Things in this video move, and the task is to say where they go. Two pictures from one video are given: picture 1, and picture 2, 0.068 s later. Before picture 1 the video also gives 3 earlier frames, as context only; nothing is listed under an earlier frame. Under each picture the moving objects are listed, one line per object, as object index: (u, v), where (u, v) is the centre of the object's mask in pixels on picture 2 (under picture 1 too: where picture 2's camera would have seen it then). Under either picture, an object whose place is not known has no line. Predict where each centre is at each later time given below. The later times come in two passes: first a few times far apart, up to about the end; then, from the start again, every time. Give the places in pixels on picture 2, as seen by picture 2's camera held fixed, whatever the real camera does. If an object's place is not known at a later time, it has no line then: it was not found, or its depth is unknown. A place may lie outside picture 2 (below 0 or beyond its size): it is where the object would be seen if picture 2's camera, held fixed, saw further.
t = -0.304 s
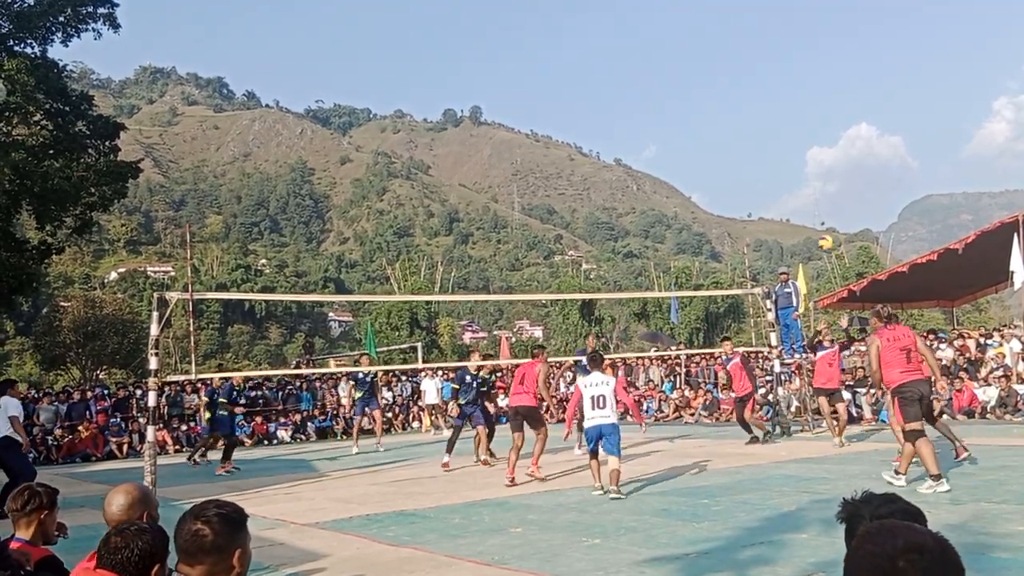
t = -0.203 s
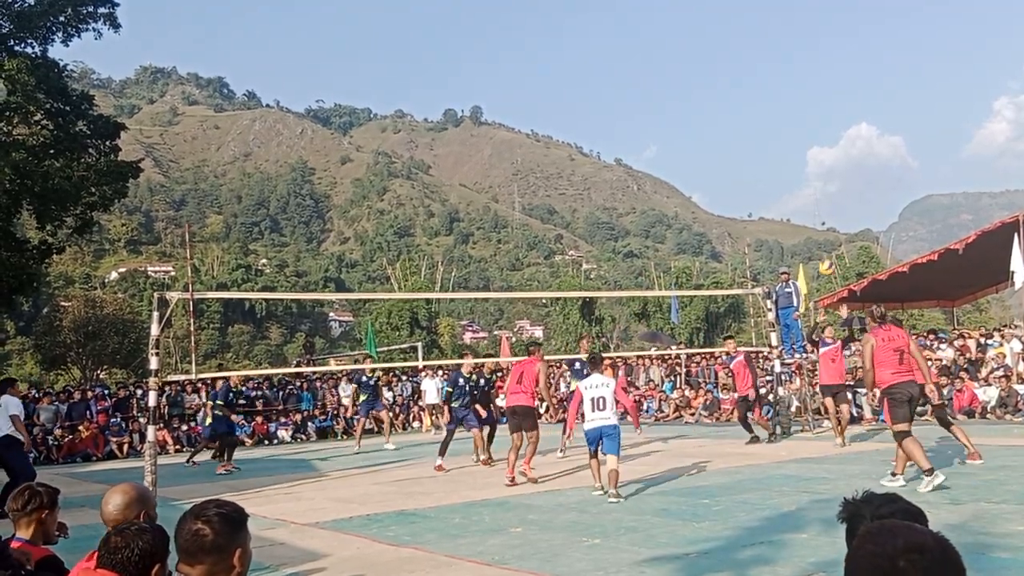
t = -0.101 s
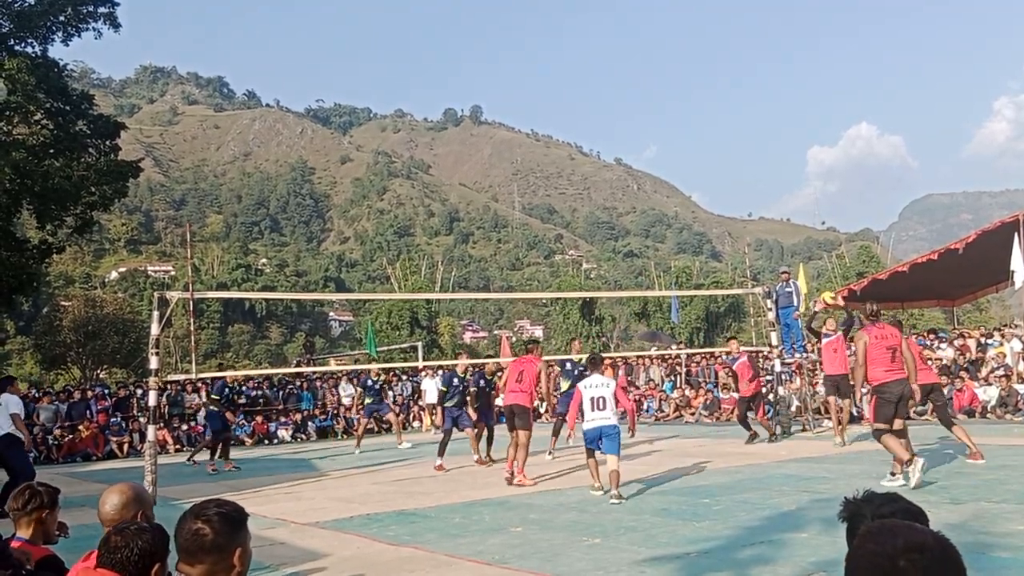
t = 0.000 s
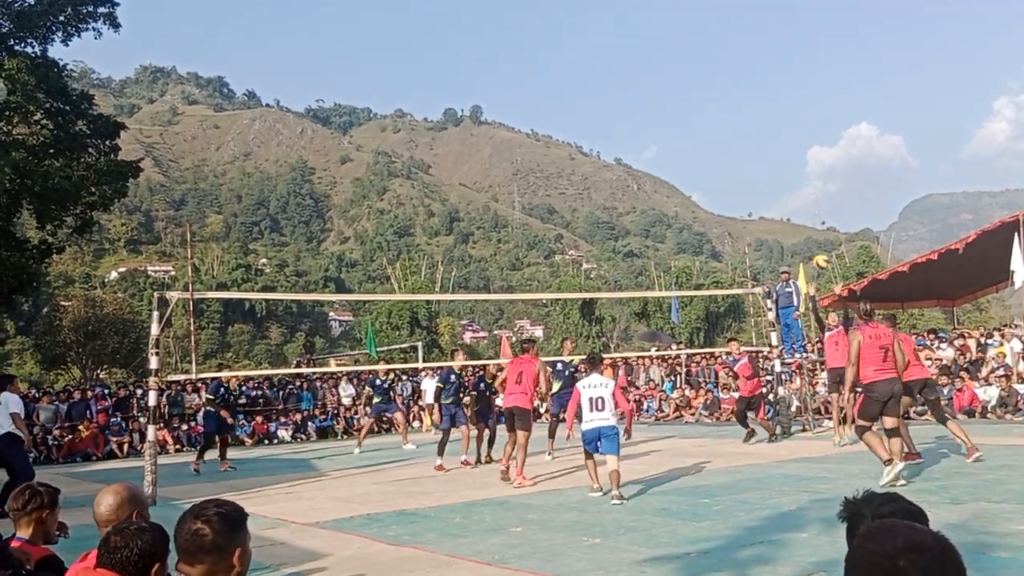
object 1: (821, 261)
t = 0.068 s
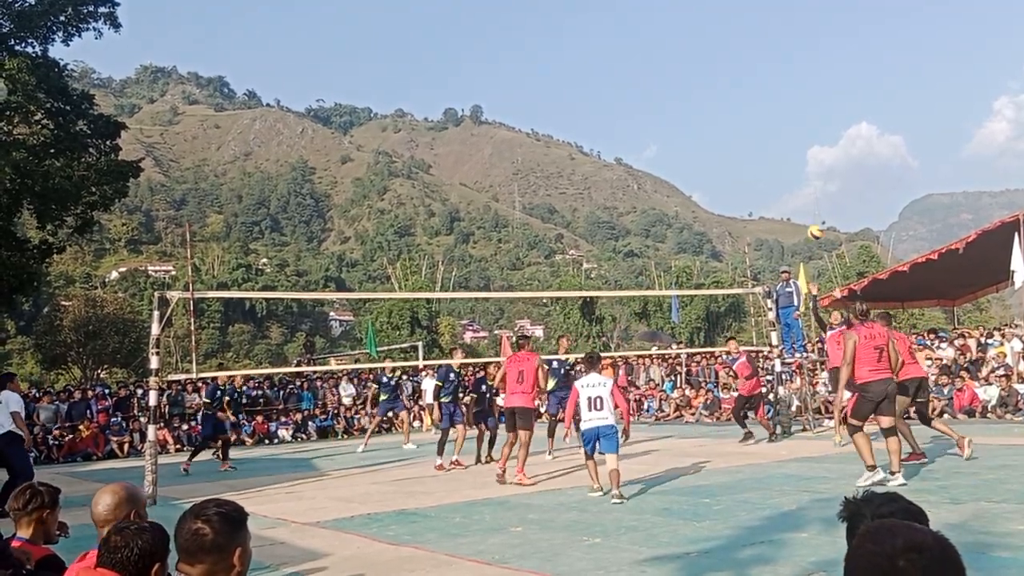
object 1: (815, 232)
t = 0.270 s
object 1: (798, 164)
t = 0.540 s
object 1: (779, 117)
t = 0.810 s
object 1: (763, 123)
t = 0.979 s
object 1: (755, 153)
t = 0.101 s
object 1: (812, 219)
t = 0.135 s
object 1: (809, 206)
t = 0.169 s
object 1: (806, 194)
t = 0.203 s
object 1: (803, 184)
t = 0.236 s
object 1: (801, 173)
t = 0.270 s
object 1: (798, 164)
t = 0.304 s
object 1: (795, 155)
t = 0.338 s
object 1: (793, 148)
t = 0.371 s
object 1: (790, 141)
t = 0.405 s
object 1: (788, 134)
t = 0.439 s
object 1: (786, 129)
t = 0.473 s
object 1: (783, 124)
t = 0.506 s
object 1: (781, 120)
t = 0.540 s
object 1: (779, 117)
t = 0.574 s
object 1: (777, 115)
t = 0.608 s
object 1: (775, 113)
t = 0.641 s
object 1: (772, 113)
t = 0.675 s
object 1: (771, 113)
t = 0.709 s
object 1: (769, 114)
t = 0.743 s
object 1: (767, 116)
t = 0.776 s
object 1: (764, 119)
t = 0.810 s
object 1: (763, 123)
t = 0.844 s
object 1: (761, 127)
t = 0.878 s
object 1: (760, 132)
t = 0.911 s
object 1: (758, 139)
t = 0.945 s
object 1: (757, 145)
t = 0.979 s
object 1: (755, 153)
